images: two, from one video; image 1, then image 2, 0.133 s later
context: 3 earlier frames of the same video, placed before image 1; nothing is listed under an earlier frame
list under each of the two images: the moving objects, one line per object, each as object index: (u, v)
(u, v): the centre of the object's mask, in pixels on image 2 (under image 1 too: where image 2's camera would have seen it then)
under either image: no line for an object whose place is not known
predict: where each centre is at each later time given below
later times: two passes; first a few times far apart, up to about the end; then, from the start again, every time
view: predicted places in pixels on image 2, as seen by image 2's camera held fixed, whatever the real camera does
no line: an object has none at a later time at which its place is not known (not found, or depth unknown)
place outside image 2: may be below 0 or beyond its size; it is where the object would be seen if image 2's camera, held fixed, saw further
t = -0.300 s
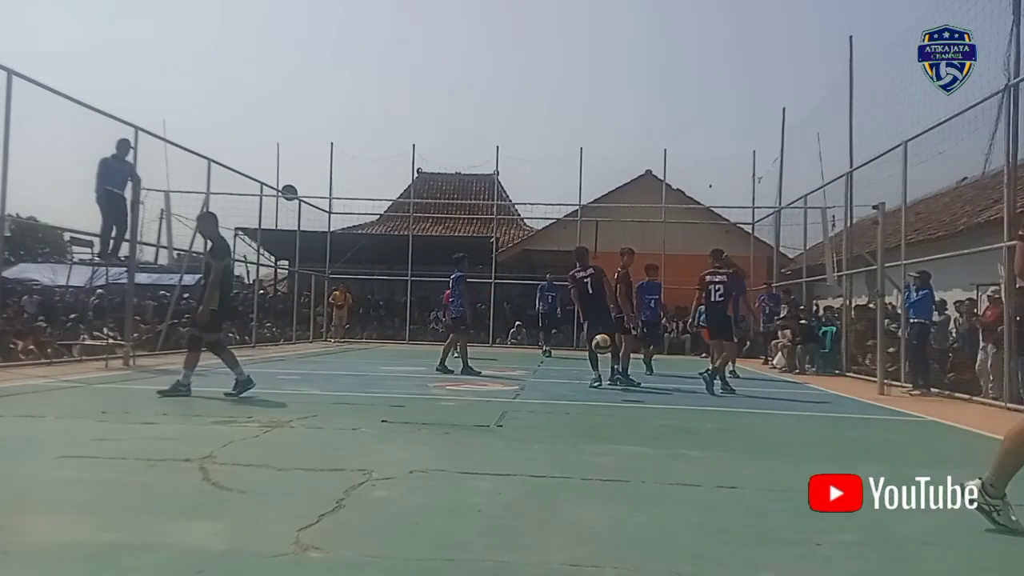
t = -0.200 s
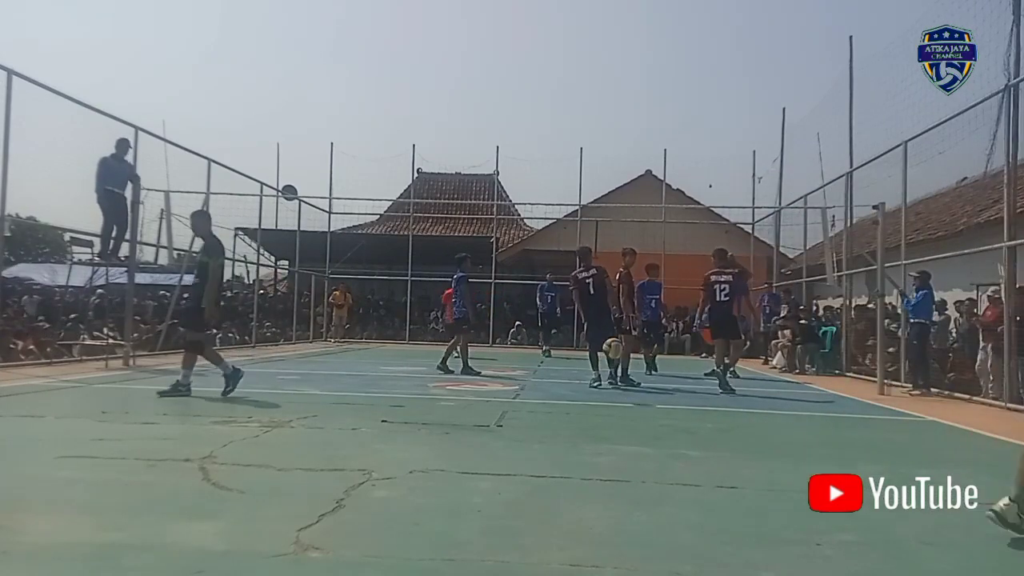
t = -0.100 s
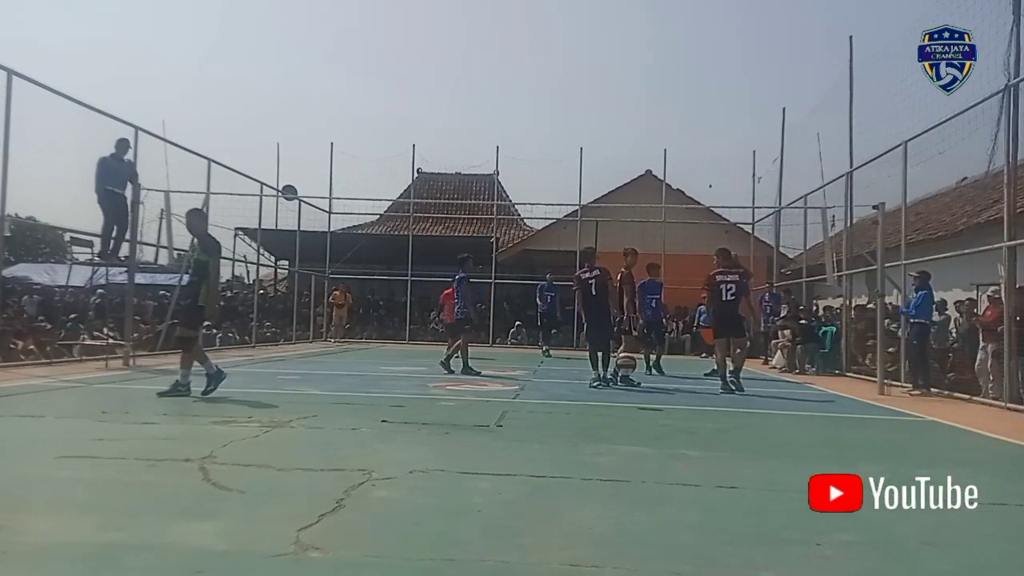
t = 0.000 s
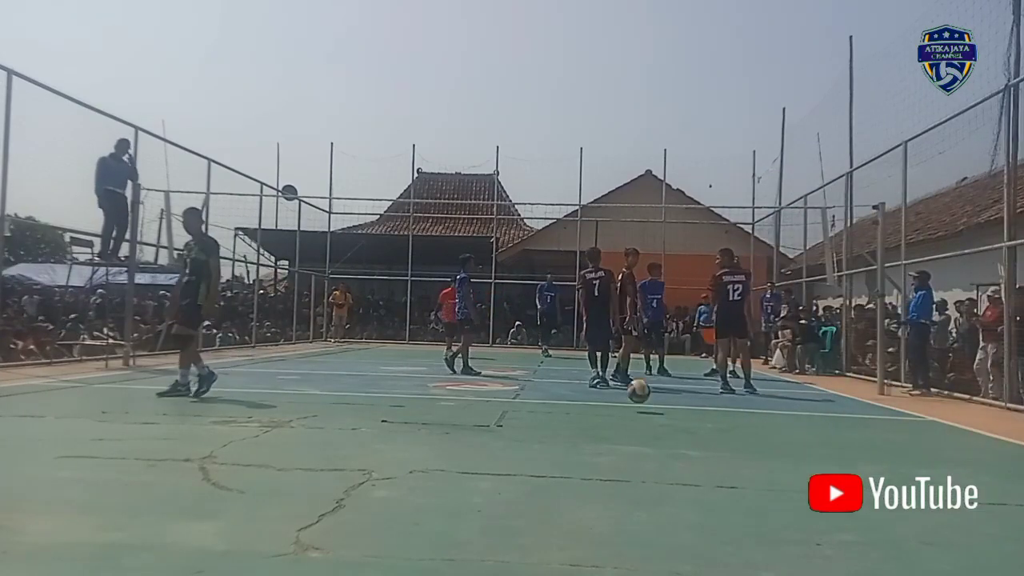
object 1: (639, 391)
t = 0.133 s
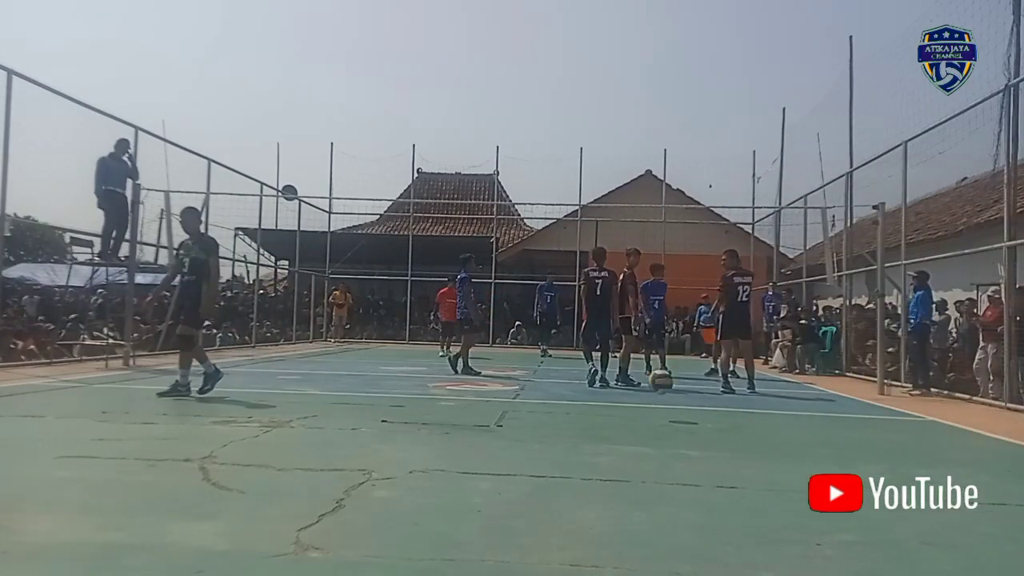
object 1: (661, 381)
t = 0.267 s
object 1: (686, 370)
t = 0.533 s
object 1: (750, 419)
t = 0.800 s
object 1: (841, 410)
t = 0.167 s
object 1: (667, 377)
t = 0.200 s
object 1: (672, 373)
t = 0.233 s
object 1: (679, 371)
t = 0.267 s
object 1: (686, 370)
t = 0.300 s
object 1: (693, 369)
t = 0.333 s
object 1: (701, 370)
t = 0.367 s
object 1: (708, 375)
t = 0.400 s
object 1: (715, 380)
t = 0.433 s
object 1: (723, 386)
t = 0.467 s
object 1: (732, 394)
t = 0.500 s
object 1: (741, 405)
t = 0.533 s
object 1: (750, 419)
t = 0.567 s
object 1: (759, 434)
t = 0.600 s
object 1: (769, 435)
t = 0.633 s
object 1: (780, 427)
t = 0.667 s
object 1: (791, 421)
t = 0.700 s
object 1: (803, 416)
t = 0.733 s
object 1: (815, 413)
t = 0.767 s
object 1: (828, 411)
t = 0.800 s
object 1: (841, 410)
